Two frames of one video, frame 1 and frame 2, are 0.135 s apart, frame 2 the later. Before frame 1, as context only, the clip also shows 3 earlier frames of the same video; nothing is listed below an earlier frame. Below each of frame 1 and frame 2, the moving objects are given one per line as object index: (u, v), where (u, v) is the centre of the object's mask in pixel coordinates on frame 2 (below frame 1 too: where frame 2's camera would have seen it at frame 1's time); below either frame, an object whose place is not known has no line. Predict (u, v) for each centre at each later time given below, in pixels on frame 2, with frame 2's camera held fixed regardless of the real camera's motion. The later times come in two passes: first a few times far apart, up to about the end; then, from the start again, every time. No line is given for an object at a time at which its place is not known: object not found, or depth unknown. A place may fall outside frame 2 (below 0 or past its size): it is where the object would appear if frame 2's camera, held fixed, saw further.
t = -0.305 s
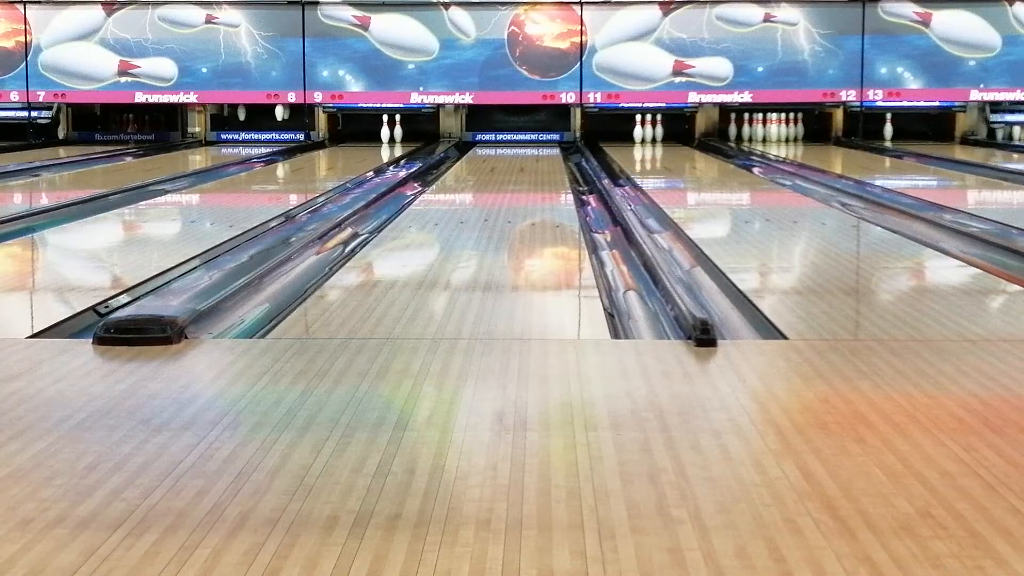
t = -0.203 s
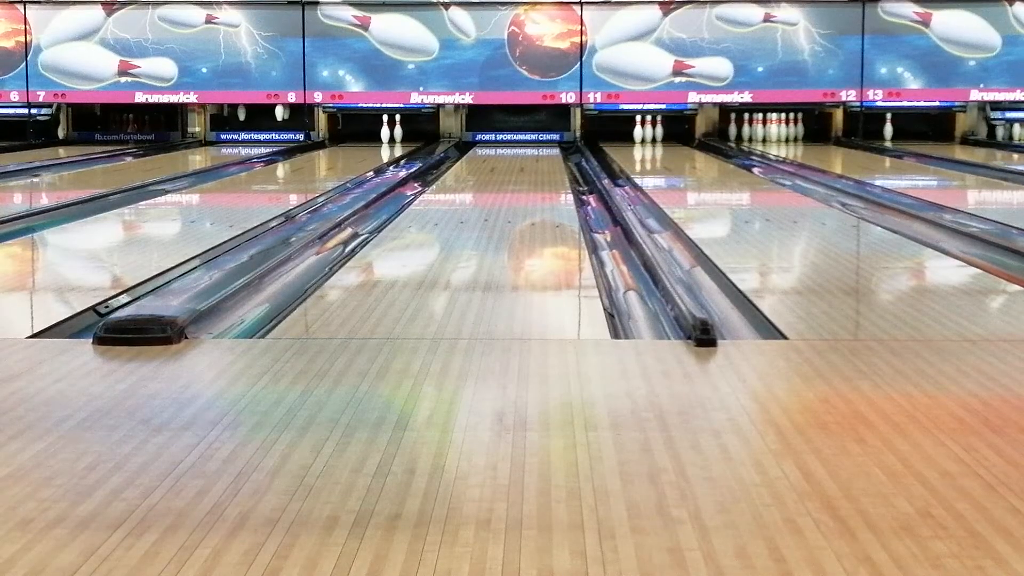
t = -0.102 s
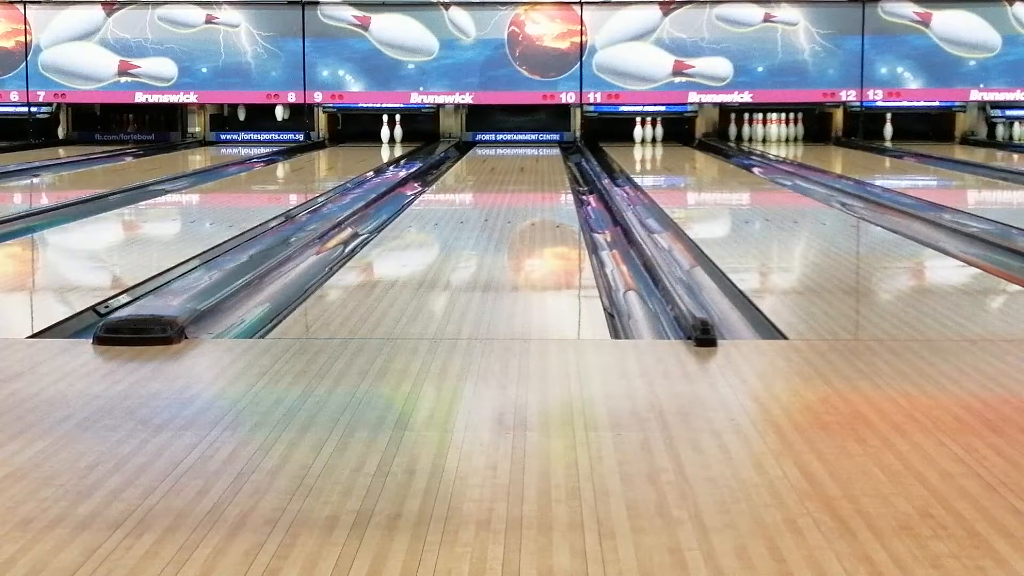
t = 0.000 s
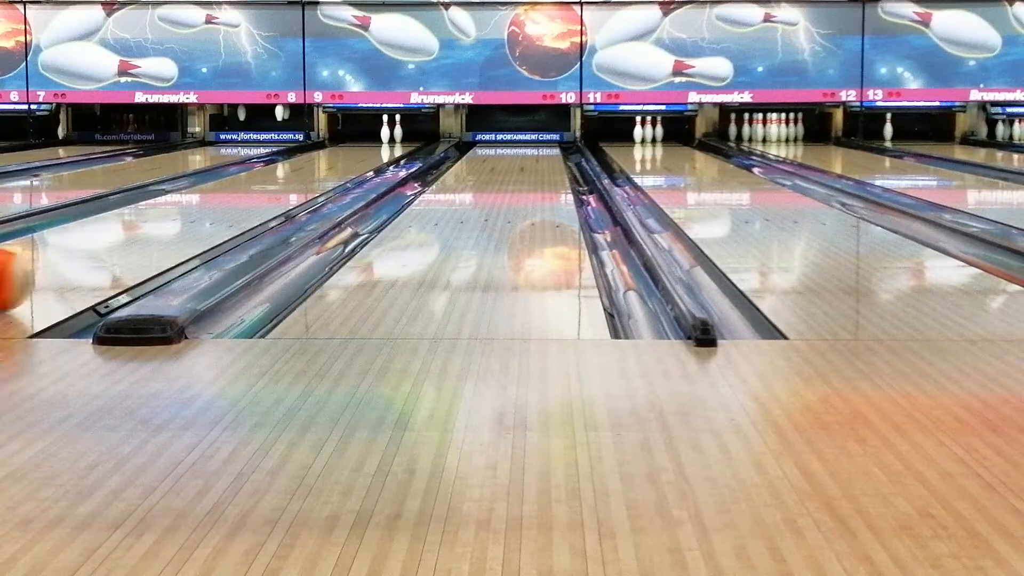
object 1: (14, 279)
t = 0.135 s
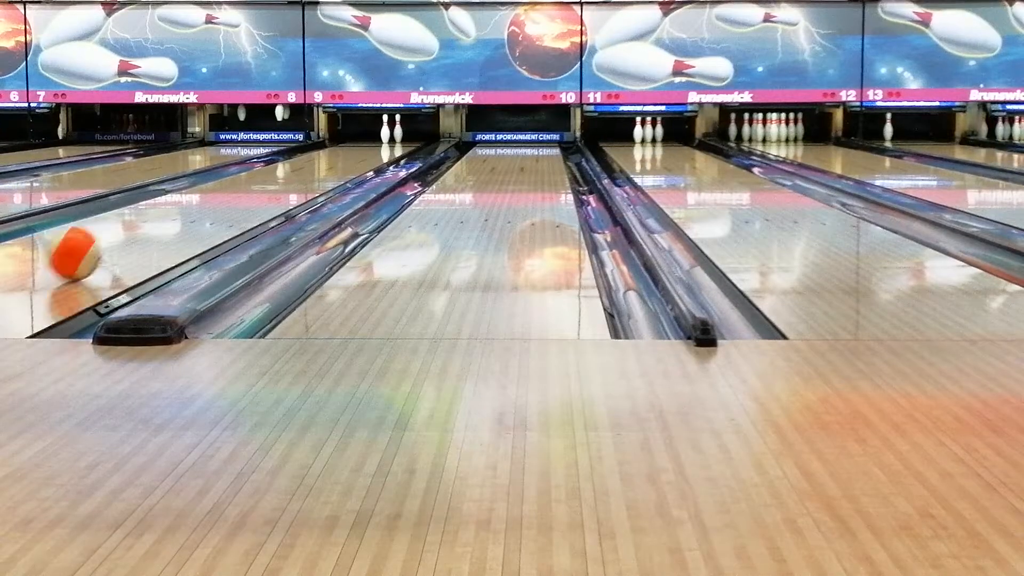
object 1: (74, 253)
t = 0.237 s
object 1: (117, 237)
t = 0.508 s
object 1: (199, 207)
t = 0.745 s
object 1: (246, 189)
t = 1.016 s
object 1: (285, 175)
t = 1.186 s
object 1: (305, 167)
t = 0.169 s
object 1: (89, 248)
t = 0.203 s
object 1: (104, 242)
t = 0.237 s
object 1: (117, 237)
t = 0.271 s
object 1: (129, 232)
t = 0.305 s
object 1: (141, 228)
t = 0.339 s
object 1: (150, 224)
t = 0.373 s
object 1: (162, 220)
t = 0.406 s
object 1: (172, 217)
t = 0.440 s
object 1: (181, 212)
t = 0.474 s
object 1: (191, 210)
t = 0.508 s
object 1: (199, 207)
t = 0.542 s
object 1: (207, 204)
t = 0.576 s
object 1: (215, 201)
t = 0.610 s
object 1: (221, 198)
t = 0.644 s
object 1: (228, 196)
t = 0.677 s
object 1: (234, 194)
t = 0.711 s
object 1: (240, 191)
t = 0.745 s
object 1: (246, 189)
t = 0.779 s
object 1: (252, 187)
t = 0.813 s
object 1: (258, 185)
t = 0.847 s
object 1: (263, 183)
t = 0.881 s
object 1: (267, 181)
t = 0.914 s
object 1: (272, 179)
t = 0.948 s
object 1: (277, 178)
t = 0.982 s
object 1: (281, 176)
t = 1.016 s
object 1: (285, 175)
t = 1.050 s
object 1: (290, 173)
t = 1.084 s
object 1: (293, 171)
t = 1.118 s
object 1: (297, 170)
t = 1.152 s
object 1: (301, 168)
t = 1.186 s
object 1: (305, 167)
